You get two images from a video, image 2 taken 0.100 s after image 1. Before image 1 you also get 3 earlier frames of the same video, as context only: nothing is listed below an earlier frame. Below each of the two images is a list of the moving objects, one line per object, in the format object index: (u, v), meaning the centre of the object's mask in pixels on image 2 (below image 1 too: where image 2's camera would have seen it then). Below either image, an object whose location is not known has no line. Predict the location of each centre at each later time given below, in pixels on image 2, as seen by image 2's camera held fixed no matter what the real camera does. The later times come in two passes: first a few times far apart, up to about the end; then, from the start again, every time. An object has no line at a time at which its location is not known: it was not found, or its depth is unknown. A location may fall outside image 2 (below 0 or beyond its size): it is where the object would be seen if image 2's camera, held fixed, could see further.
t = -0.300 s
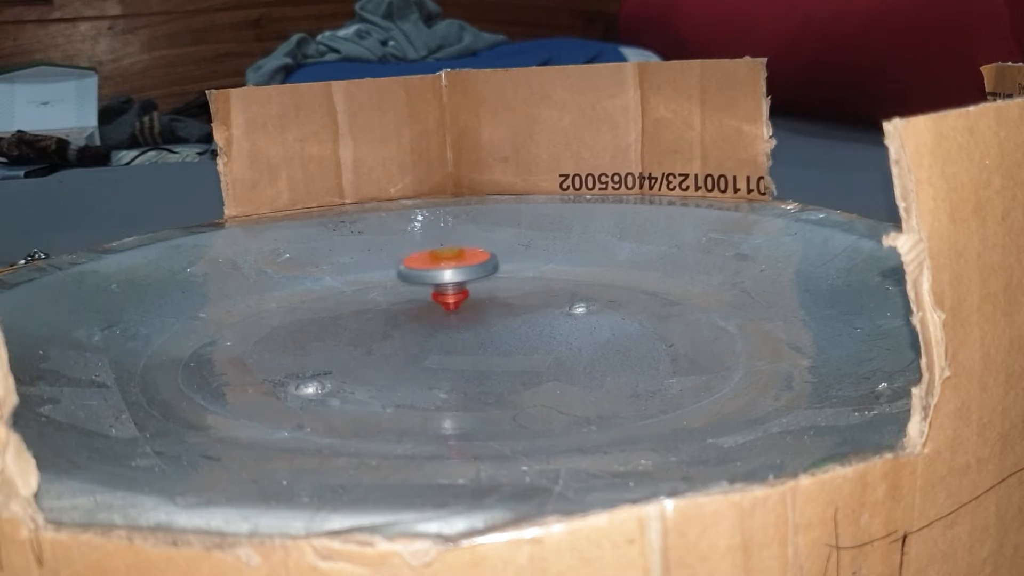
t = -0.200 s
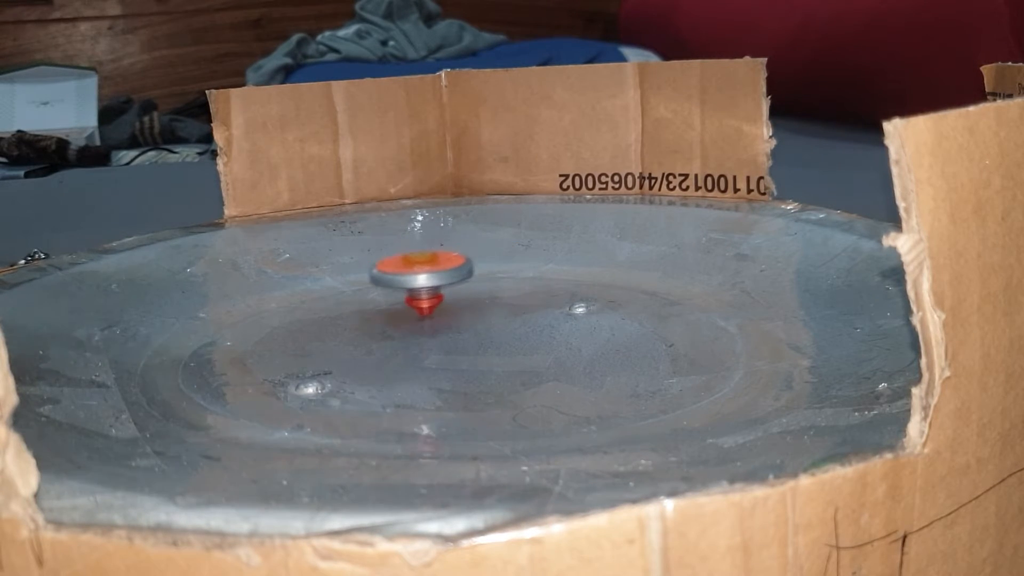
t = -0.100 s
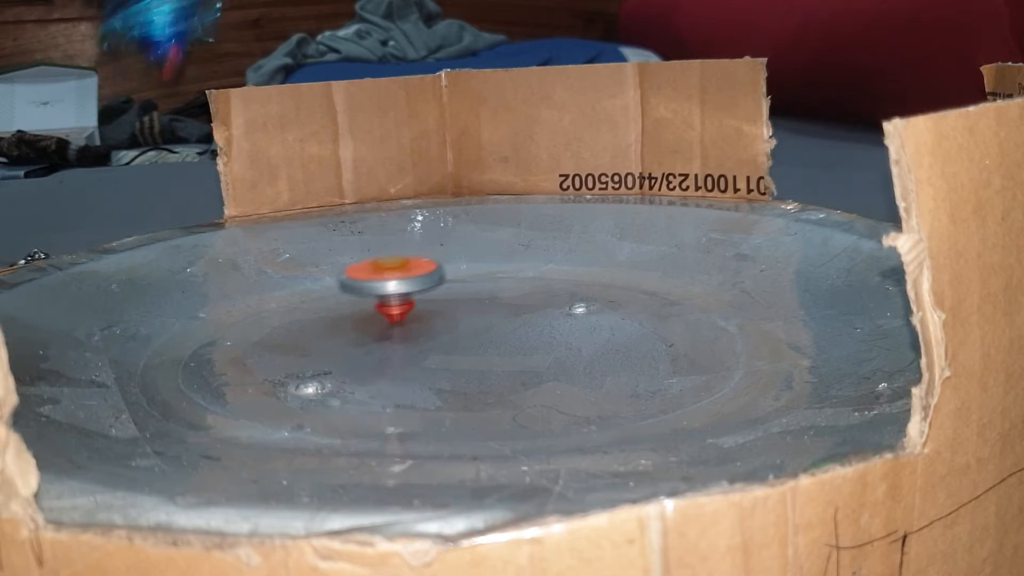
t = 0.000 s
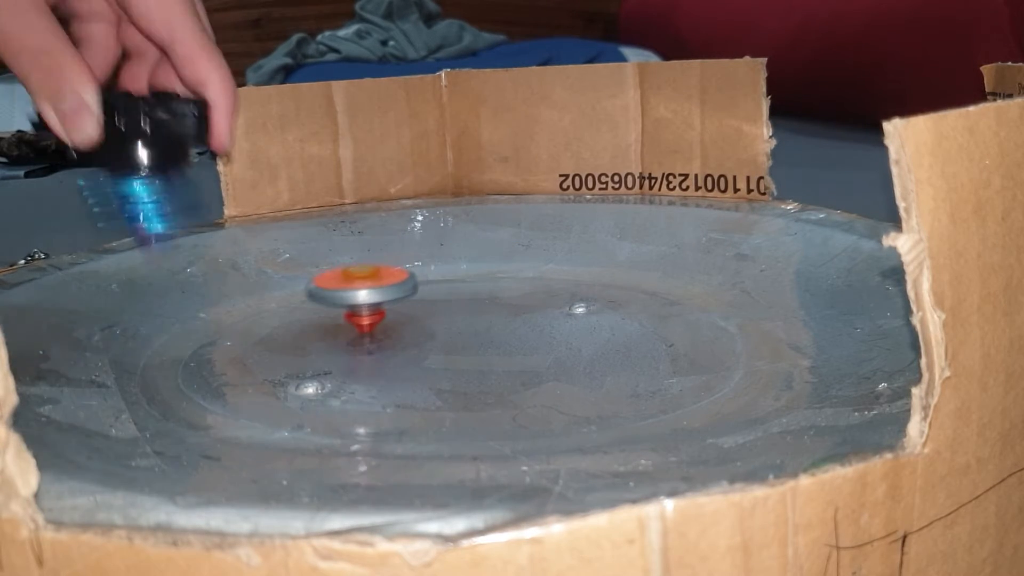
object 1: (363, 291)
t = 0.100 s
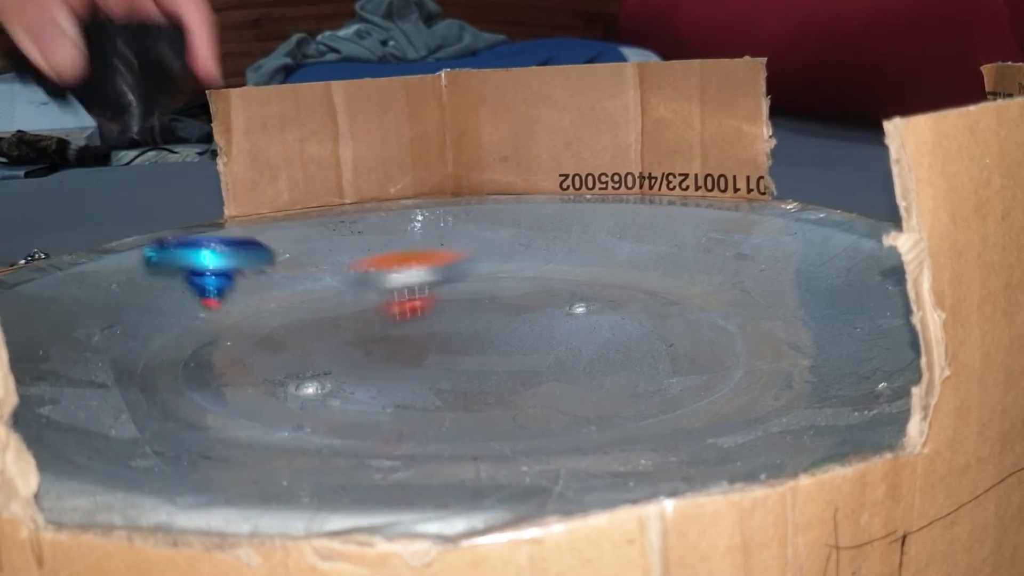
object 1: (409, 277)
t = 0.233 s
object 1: (600, 282)
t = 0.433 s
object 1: (670, 299)
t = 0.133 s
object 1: (467, 280)
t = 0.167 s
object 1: (524, 292)
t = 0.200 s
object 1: (567, 287)
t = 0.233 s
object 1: (600, 282)
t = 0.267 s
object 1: (629, 286)
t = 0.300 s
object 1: (649, 287)
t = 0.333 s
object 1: (662, 288)
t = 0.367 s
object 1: (670, 292)
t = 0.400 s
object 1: (673, 296)
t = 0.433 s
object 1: (670, 299)
